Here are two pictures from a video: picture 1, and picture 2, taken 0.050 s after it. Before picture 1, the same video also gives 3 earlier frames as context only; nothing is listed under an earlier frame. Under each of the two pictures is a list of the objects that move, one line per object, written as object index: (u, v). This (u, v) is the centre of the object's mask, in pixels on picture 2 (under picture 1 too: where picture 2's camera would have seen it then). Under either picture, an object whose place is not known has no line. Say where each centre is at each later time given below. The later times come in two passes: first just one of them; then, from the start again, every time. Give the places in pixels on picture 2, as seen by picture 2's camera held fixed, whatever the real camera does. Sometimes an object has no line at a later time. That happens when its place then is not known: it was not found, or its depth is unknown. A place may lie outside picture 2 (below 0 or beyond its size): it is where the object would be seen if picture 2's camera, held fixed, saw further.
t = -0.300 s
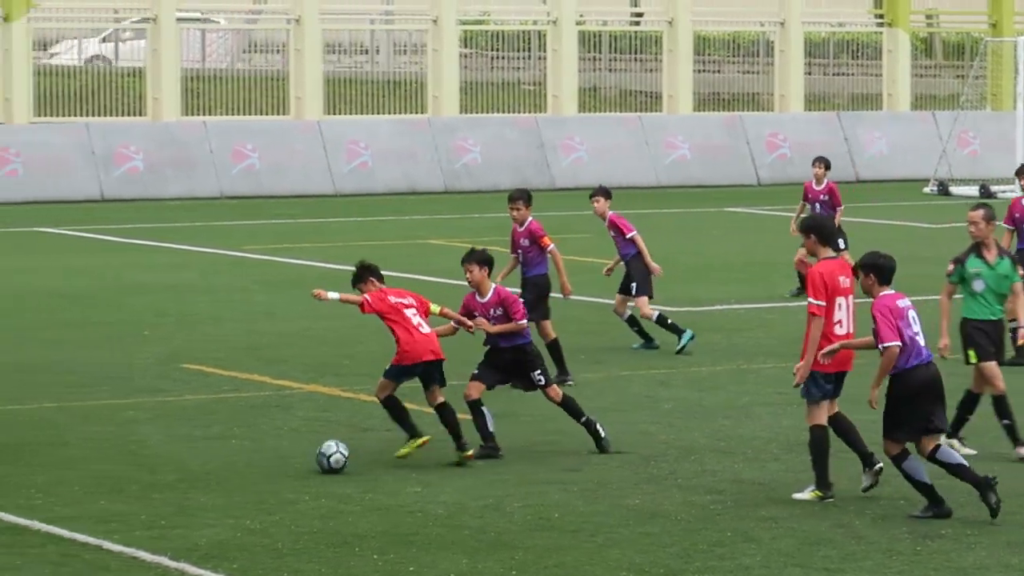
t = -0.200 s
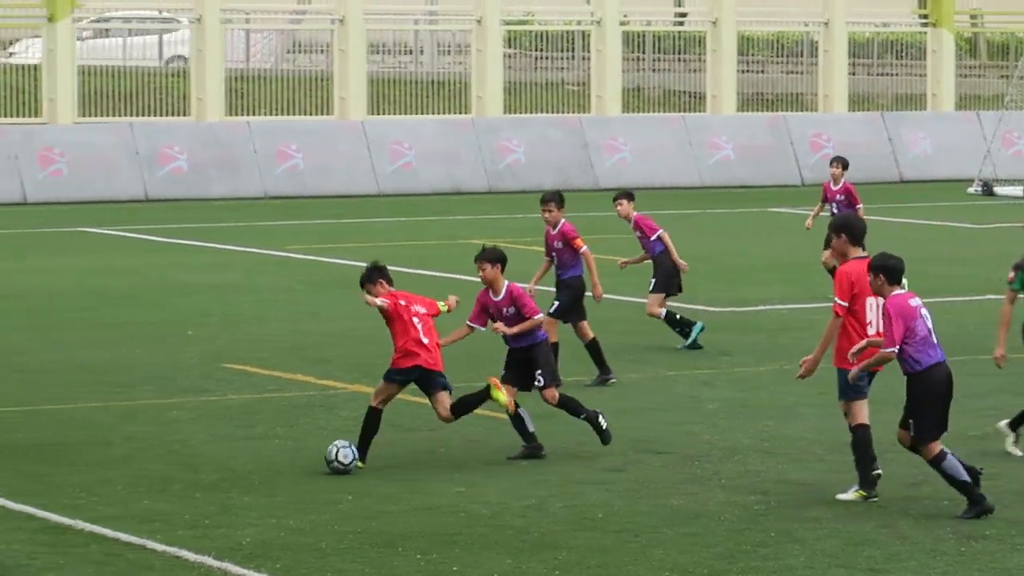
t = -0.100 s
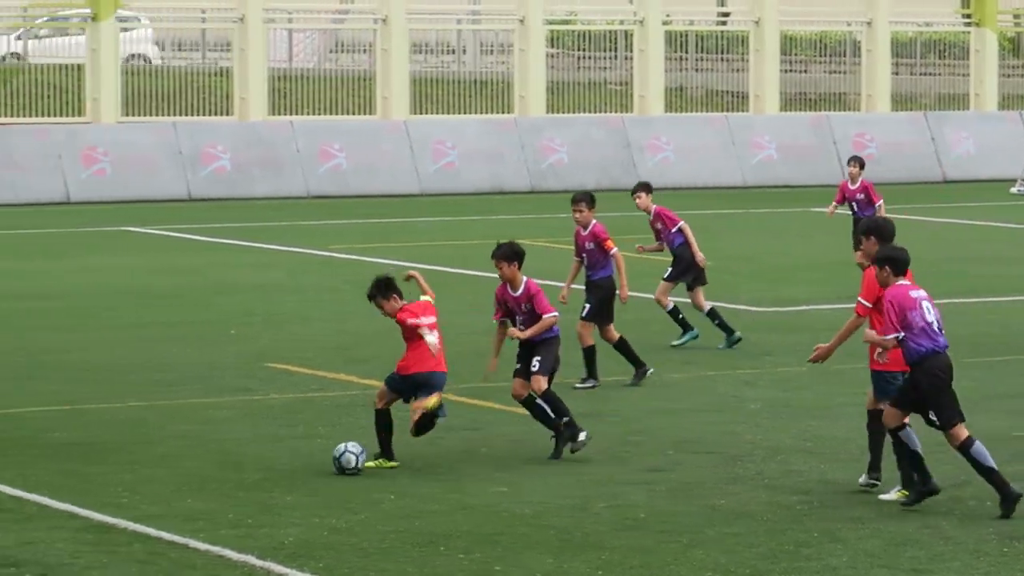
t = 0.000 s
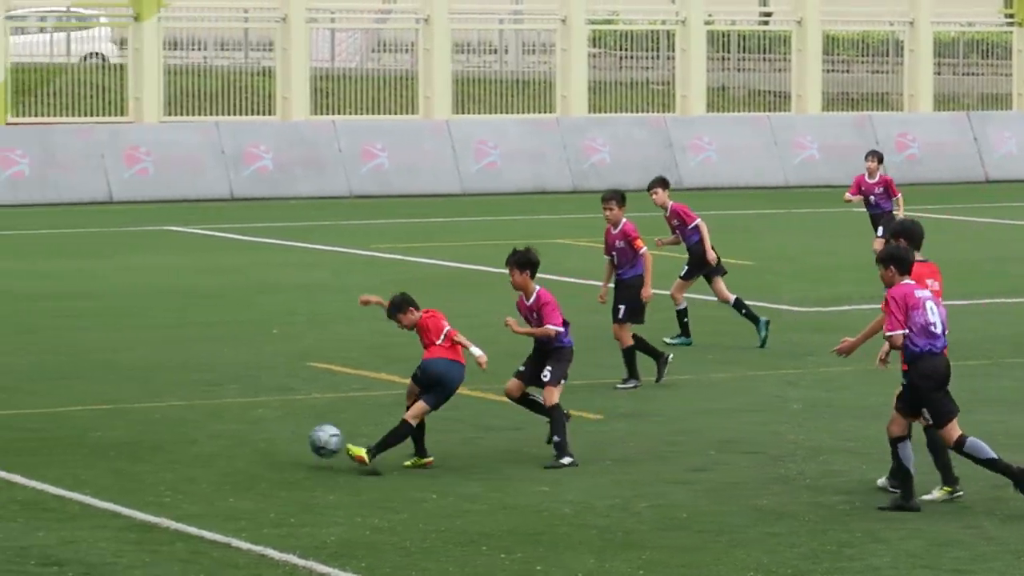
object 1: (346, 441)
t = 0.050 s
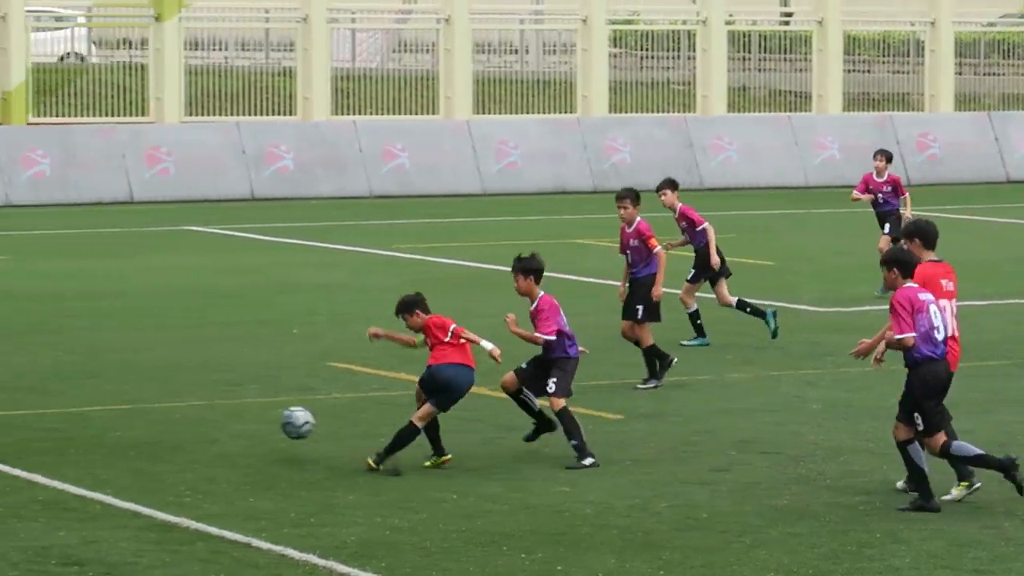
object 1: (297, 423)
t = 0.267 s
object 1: (105, 388)
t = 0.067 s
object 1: (281, 418)
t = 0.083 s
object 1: (266, 413)
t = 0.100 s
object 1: (250, 409)
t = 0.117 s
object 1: (235, 405)
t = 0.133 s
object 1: (219, 402)
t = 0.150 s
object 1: (204, 399)
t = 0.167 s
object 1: (189, 396)
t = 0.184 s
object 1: (175, 394)
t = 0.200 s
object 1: (161, 392)
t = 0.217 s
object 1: (146, 391)
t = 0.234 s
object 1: (133, 389)
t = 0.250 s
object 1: (119, 388)
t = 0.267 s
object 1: (105, 388)
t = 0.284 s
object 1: (91, 388)
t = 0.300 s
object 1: (77, 388)
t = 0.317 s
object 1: (64, 389)
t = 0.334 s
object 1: (51, 390)
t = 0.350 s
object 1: (38, 391)
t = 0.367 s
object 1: (25, 392)
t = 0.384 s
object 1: (13, 394)
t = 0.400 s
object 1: (0, 396)
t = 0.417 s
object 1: (-12, 398)
